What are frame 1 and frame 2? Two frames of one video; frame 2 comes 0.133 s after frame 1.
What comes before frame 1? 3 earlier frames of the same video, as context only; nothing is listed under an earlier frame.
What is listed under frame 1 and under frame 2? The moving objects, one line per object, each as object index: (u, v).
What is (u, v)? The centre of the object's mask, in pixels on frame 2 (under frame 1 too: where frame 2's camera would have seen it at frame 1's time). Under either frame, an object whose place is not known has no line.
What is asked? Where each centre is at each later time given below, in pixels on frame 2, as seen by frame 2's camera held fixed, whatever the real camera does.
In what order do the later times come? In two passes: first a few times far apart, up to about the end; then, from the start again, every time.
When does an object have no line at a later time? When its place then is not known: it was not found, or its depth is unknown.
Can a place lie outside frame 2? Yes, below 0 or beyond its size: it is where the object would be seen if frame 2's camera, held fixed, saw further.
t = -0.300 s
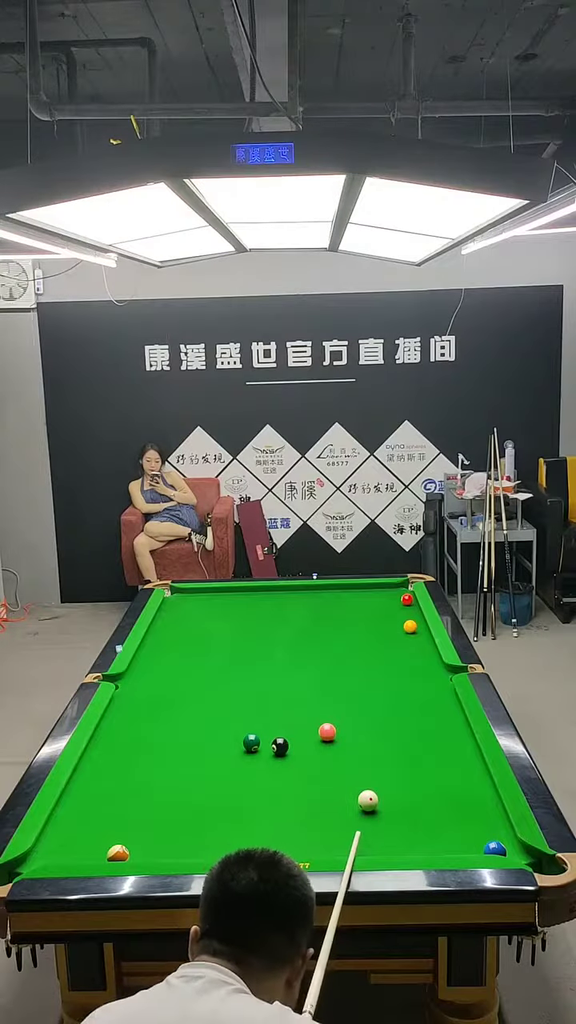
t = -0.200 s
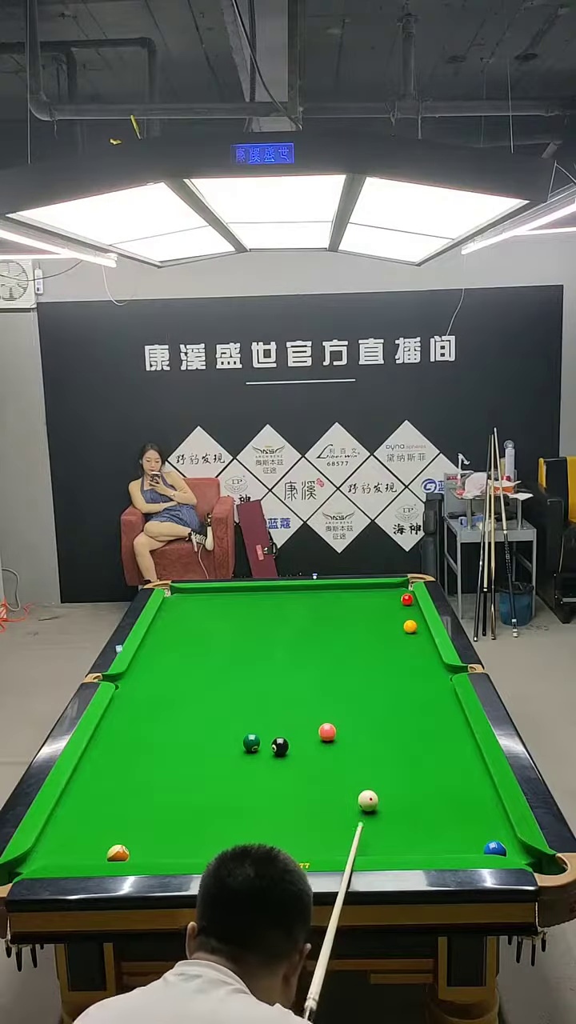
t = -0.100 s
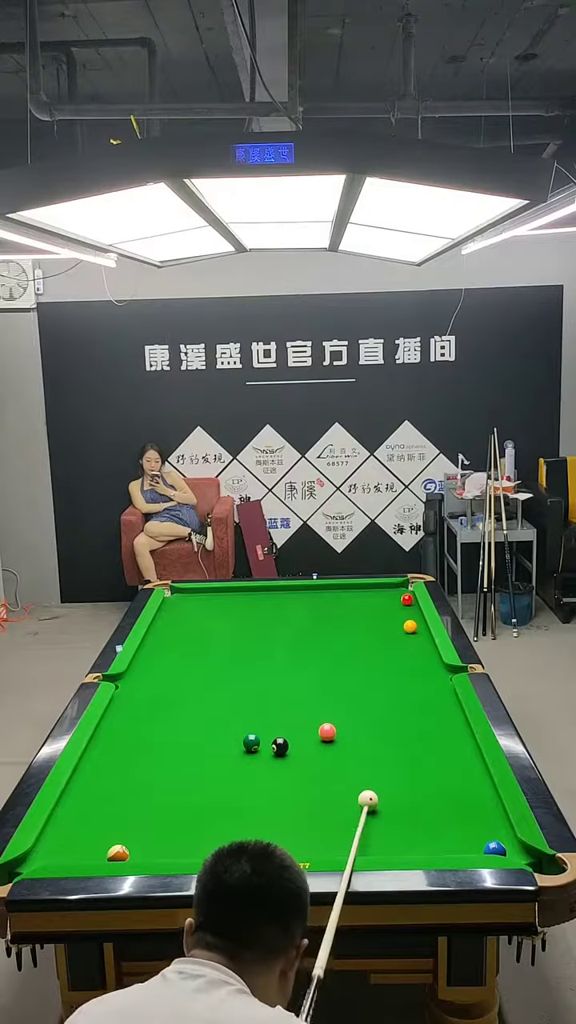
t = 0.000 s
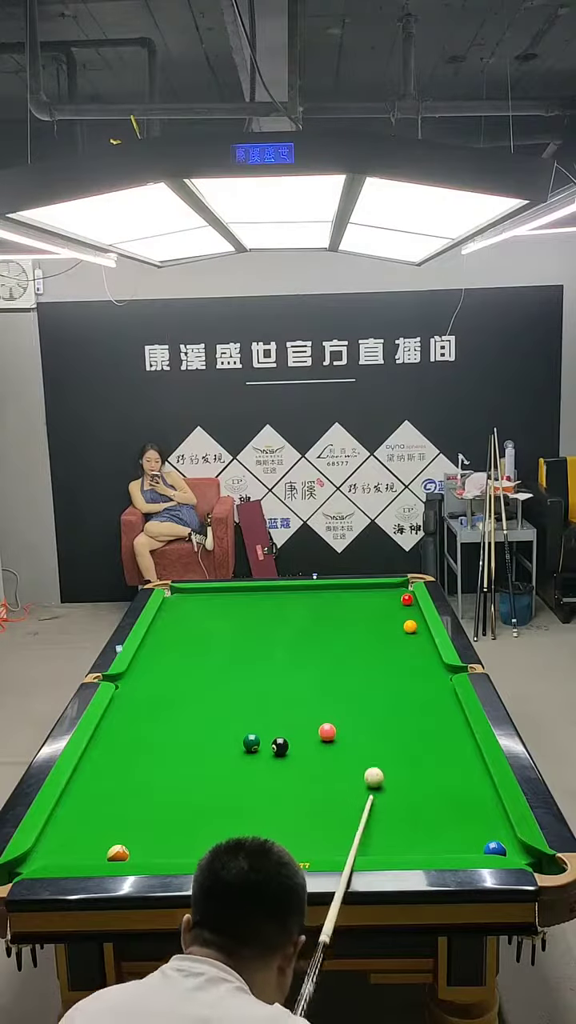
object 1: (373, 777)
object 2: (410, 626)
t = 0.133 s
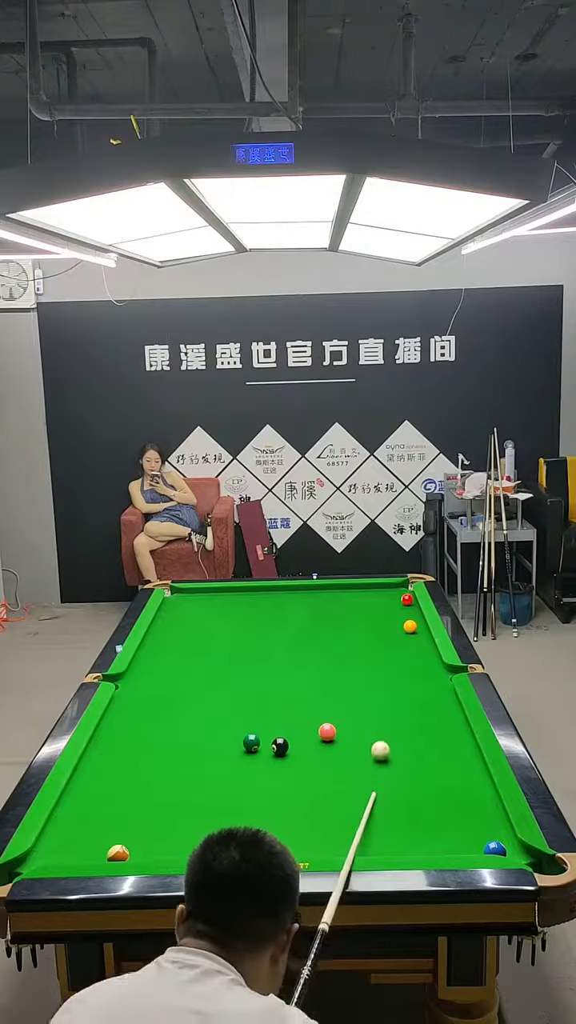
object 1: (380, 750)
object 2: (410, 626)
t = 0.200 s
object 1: (383, 740)
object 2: (410, 626)
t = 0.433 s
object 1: (392, 706)
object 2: (410, 626)
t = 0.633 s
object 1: (398, 682)
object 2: (410, 626)
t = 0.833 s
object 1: (403, 661)
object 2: (410, 626)
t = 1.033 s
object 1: (408, 643)
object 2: (410, 626)
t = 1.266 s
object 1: (413, 630)
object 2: (409, 620)
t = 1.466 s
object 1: (418, 626)
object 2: (409, 612)
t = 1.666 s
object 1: (420, 624)
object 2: (407, 605)
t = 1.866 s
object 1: (416, 622)
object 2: (406, 602)
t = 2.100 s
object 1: (412, 619)
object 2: (405, 600)
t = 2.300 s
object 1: (409, 618)
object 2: (405, 598)
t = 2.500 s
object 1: (407, 616)
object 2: (404, 597)
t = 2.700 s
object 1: (406, 615)
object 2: (404, 596)
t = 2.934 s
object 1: (404, 614)
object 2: (404, 596)
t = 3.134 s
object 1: (403, 613)
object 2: (404, 595)
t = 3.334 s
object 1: (402, 612)
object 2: (404, 595)
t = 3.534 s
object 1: (401, 612)
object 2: (404, 595)
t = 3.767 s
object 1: (401, 612)
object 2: (404, 595)
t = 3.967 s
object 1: (401, 612)
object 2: (404, 595)
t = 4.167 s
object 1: (401, 612)
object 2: (404, 595)
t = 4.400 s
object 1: (401, 612)
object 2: (404, 595)
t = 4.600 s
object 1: (401, 612)
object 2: (404, 595)
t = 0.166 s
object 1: (382, 745)
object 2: (410, 626)
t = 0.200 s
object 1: (383, 740)
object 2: (410, 626)
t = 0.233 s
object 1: (384, 735)
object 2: (410, 626)
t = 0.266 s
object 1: (385, 729)
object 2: (410, 626)
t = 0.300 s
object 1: (387, 724)
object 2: (410, 626)
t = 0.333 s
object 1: (388, 720)
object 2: (410, 626)
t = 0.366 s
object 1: (389, 715)
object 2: (410, 626)
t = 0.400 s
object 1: (390, 711)
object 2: (410, 626)
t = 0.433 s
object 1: (392, 706)
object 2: (410, 626)
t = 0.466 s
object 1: (393, 702)
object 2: (410, 626)
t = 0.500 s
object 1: (394, 698)
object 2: (410, 626)
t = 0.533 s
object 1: (395, 694)
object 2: (410, 626)
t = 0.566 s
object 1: (396, 690)
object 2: (410, 626)
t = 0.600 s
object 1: (397, 686)
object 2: (410, 626)
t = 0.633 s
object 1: (398, 682)
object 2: (410, 626)
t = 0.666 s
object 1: (399, 678)
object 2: (410, 626)
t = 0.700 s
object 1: (400, 675)
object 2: (410, 626)
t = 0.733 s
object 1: (400, 672)
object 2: (410, 626)
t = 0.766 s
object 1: (401, 668)
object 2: (410, 626)
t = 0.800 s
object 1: (402, 665)
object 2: (410, 626)
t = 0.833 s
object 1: (403, 661)
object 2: (410, 626)
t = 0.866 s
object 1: (403, 658)
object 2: (410, 626)
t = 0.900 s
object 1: (404, 655)
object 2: (410, 626)
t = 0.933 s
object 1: (405, 652)
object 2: (410, 626)
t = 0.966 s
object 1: (406, 649)
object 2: (410, 626)
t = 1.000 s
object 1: (407, 646)
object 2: (410, 626)
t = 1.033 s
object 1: (408, 643)
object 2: (410, 626)
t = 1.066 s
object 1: (408, 640)
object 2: (410, 626)
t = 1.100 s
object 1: (409, 637)
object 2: (410, 624)
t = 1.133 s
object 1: (410, 635)
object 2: (410, 623)
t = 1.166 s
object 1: (410, 633)
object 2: (410, 623)
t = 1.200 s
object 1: (411, 631)
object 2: (410, 622)
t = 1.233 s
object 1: (412, 631)
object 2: (410, 621)
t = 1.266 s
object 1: (413, 630)
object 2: (409, 620)
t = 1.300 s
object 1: (414, 630)
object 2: (409, 619)
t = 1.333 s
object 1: (415, 629)
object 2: (409, 617)
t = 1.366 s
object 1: (416, 628)
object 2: (408, 615)
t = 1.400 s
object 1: (417, 628)
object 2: (409, 614)
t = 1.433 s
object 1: (417, 627)
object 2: (408, 613)
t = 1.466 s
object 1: (418, 626)
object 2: (409, 612)
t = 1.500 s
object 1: (419, 626)
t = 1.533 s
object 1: (420, 626)
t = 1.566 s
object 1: (421, 625)
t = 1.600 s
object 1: (421, 625)
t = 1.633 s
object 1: (420, 624)
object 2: (407, 605)
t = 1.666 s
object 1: (420, 624)
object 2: (407, 605)
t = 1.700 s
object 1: (419, 623)
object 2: (407, 604)
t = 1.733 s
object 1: (418, 623)
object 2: (407, 603)
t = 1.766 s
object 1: (418, 623)
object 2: (406, 603)
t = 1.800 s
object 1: (417, 622)
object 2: (406, 603)
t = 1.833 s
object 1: (417, 622)
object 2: (406, 602)
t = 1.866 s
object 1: (416, 622)
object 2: (406, 602)
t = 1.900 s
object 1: (415, 621)
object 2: (406, 602)
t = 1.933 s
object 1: (415, 621)
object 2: (406, 601)
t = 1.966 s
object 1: (414, 621)
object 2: (406, 601)
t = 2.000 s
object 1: (414, 620)
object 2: (405, 600)
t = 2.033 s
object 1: (413, 620)
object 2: (405, 600)
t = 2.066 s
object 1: (413, 620)
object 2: (405, 600)
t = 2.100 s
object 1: (412, 619)
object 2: (405, 600)
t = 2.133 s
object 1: (412, 619)
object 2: (405, 599)
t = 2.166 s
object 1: (412, 619)
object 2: (405, 599)
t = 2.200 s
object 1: (411, 619)
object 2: (405, 599)
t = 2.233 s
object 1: (411, 619)
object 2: (405, 599)
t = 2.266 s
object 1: (410, 618)
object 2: (405, 598)
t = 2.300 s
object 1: (409, 618)
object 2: (405, 598)
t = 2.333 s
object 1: (409, 617)
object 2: (405, 598)
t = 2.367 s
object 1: (409, 617)
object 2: (404, 598)
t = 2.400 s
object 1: (408, 617)
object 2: (404, 597)
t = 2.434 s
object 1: (408, 617)
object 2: (404, 597)
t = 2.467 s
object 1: (408, 617)
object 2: (404, 597)
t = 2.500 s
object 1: (407, 616)
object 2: (404, 597)
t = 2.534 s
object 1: (407, 616)
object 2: (404, 597)
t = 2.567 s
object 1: (407, 616)
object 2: (404, 597)
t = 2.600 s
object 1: (406, 615)
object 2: (404, 597)
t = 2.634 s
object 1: (406, 616)
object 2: (404, 597)
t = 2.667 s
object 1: (406, 615)
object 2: (404, 596)
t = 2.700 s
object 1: (406, 615)
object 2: (404, 596)
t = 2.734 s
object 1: (405, 615)
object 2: (404, 596)
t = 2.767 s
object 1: (405, 615)
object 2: (404, 596)
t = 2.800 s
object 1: (405, 614)
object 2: (404, 596)
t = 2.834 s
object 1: (405, 614)
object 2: (404, 596)
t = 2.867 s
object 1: (404, 614)
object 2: (404, 596)
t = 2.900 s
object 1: (404, 614)
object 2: (404, 596)
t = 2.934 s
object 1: (404, 614)
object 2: (404, 596)
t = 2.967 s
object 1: (404, 614)
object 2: (404, 596)
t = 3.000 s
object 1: (403, 613)
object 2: (404, 595)
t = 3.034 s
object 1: (403, 613)
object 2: (404, 595)
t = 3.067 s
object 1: (403, 613)
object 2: (404, 595)
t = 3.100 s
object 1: (403, 613)
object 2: (404, 595)
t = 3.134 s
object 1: (403, 613)
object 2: (404, 595)
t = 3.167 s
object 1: (402, 613)
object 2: (404, 595)
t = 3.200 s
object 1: (402, 613)
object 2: (404, 595)
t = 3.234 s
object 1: (402, 612)
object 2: (404, 595)
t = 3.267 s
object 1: (402, 613)
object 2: (404, 595)
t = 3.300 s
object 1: (402, 612)
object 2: (404, 595)
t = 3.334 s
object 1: (402, 612)
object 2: (404, 595)
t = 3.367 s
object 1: (402, 612)
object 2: (404, 595)
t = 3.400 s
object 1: (402, 612)
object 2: (404, 595)
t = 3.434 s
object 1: (401, 612)
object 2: (404, 595)
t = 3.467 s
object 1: (401, 612)
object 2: (404, 595)
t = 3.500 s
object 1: (401, 612)
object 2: (404, 595)
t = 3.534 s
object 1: (401, 612)
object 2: (404, 595)
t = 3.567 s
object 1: (401, 612)
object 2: (404, 595)
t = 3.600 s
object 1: (401, 612)
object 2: (404, 595)
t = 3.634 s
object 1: (401, 612)
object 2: (404, 595)
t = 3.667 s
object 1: (401, 612)
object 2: (404, 595)
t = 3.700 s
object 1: (401, 612)
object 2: (404, 595)
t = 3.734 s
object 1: (401, 612)
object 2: (404, 595)
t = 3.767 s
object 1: (401, 612)
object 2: (404, 595)
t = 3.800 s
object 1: (401, 612)
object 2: (404, 595)
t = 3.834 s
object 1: (401, 612)
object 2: (404, 595)
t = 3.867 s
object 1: (401, 612)
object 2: (404, 595)
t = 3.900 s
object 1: (401, 612)
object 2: (404, 595)
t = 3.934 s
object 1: (401, 612)
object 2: (404, 595)
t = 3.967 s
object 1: (401, 612)
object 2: (404, 595)
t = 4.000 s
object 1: (401, 612)
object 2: (404, 595)
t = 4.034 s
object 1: (401, 612)
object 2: (404, 595)
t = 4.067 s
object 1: (401, 612)
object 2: (404, 595)
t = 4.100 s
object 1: (401, 612)
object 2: (404, 595)
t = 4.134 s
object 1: (401, 612)
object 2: (404, 595)
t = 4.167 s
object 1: (401, 612)
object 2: (404, 595)
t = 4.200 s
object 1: (401, 612)
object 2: (404, 595)
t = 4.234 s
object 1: (401, 612)
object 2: (404, 595)
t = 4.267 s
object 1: (401, 612)
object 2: (404, 595)
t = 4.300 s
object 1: (401, 612)
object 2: (404, 595)
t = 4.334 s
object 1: (401, 612)
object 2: (404, 595)
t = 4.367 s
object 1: (401, 612)
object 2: (404, 595)
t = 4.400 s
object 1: (401, 612)
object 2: (404, 595)
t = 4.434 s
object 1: (401, 612)
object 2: (404, 595)
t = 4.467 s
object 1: (401, 612)
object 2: (404, 595)
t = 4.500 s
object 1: (401, 612)
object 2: (404, 595)
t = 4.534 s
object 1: (401, 612)
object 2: (404, 595)
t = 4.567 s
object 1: (401, 612)
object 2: (404, 595)
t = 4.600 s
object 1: (401, 612)
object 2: (404, 595)
